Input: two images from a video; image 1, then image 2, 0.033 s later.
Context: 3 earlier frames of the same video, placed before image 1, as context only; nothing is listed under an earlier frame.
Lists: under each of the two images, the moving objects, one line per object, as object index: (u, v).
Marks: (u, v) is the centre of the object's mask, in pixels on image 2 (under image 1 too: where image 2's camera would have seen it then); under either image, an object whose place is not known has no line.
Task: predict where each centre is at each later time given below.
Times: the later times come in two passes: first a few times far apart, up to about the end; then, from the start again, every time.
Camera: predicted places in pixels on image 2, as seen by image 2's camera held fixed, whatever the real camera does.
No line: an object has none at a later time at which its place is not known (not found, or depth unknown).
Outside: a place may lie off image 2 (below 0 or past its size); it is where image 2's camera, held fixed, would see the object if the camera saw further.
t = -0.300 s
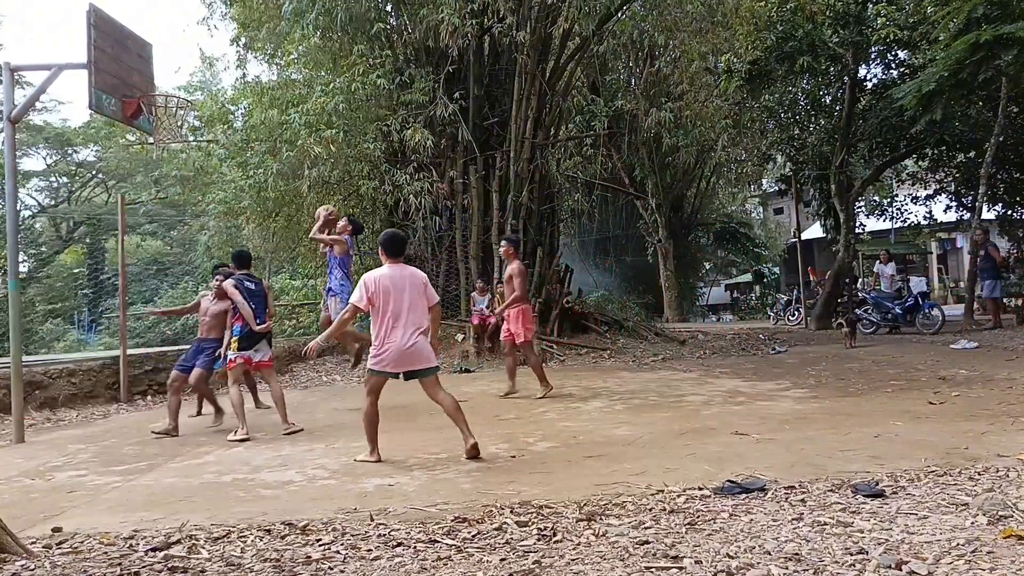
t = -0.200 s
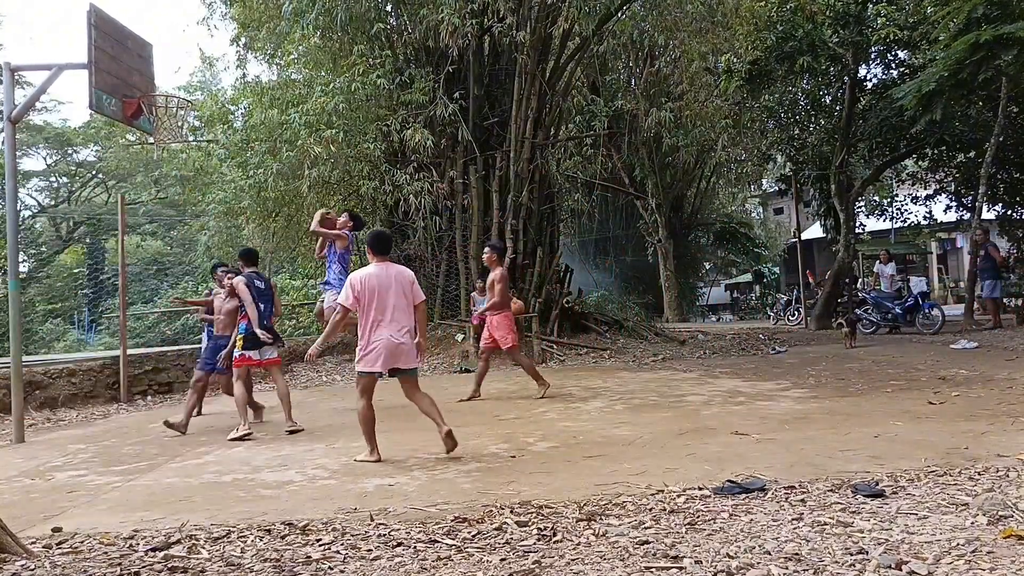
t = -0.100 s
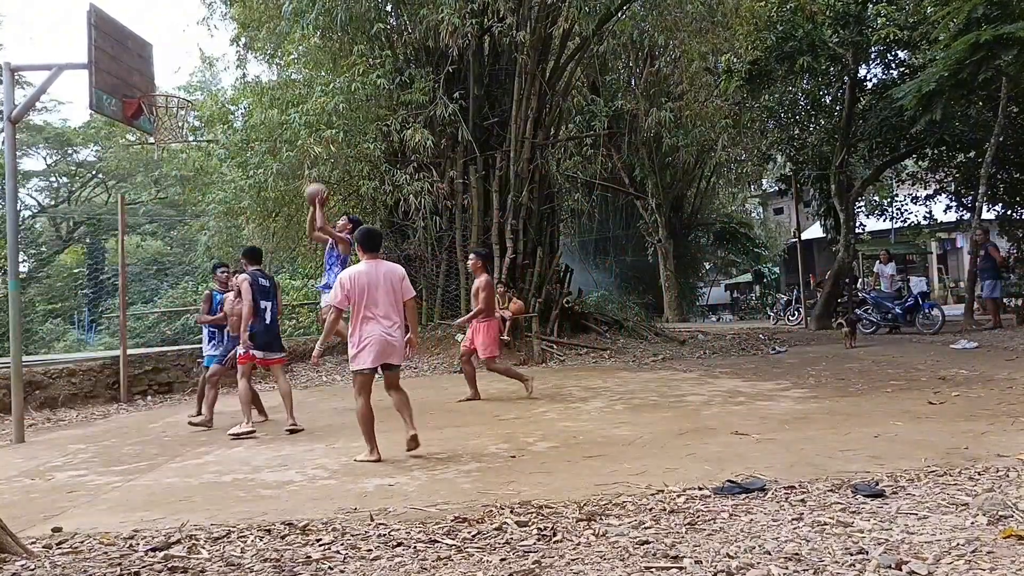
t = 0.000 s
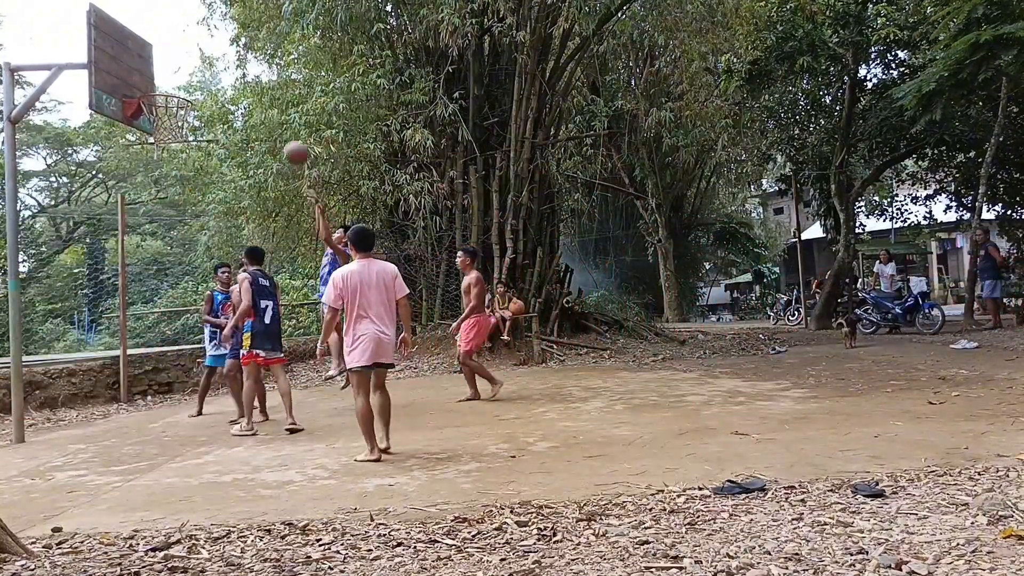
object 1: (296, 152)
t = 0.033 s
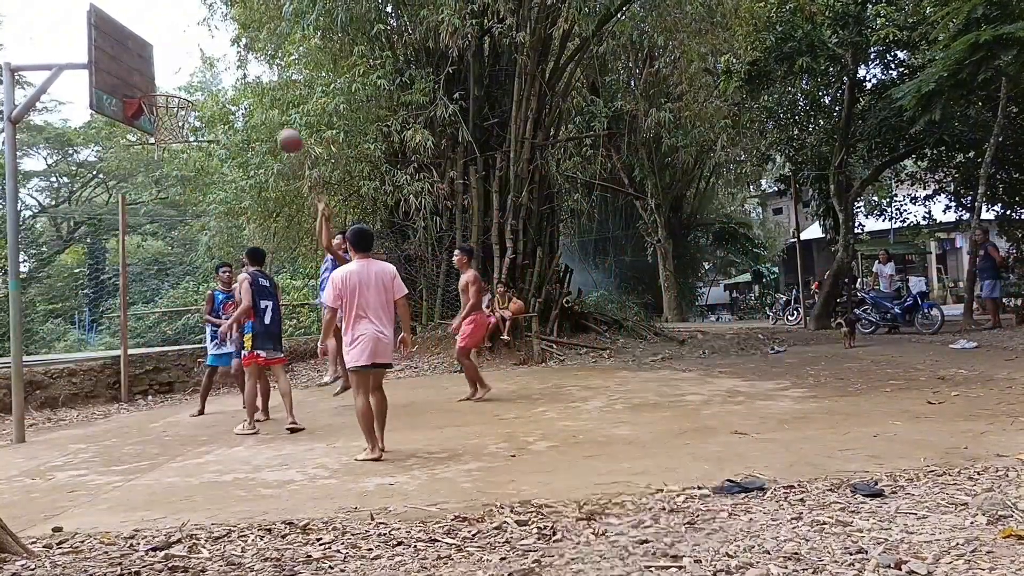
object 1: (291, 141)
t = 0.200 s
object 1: (252, 93)
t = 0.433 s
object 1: (202, 71)
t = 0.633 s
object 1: (158, 92)
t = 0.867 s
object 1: (173, 88)
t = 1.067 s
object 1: (178, 93)
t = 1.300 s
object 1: (167, 113)
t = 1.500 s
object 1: (163, 154)
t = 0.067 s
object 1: (282, 130)
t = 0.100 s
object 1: (269, 113)
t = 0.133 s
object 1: (267, 109)
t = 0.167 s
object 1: (259, 100)
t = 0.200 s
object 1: (252, 93)
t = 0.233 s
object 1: (246, 88)
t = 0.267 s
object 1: (239, 82)
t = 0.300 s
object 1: (232, 78)
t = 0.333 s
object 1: (223, 74)
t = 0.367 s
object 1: (216, 72)
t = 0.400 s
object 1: (209, 71)
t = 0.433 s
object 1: (202, 71)
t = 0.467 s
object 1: (195, 72)
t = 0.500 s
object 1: (187, 74)
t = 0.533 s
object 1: (180, 78)
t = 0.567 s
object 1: (173, 82)
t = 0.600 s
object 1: (165, 86)
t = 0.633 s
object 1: (158, 92)
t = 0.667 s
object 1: (159, 94)
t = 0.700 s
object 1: (159, 90)
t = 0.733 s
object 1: (161, 93)
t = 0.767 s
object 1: (163, 87)
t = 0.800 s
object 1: (167, 86)
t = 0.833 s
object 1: (170, 86)
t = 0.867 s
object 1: (173, 88)
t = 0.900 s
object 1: (177, 88)
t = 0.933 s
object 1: (180, 93)
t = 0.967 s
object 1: (181, 93)
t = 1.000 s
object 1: (180, 92)
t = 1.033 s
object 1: (179, 92)
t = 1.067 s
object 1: (178, 93)
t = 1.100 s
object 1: (178, 95)
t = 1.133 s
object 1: (176, 96)
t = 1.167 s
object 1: (174, 97)
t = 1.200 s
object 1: (172, 100)
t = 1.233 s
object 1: (170, 104)
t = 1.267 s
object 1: (169, 107)
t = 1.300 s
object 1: (167, 113)
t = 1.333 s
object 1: (166, 120)
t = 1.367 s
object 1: (166, 127)
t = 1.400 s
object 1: (164, 134)
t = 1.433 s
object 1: (163, 139)
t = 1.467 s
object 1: (163, 148)
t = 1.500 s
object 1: (163, 154)
